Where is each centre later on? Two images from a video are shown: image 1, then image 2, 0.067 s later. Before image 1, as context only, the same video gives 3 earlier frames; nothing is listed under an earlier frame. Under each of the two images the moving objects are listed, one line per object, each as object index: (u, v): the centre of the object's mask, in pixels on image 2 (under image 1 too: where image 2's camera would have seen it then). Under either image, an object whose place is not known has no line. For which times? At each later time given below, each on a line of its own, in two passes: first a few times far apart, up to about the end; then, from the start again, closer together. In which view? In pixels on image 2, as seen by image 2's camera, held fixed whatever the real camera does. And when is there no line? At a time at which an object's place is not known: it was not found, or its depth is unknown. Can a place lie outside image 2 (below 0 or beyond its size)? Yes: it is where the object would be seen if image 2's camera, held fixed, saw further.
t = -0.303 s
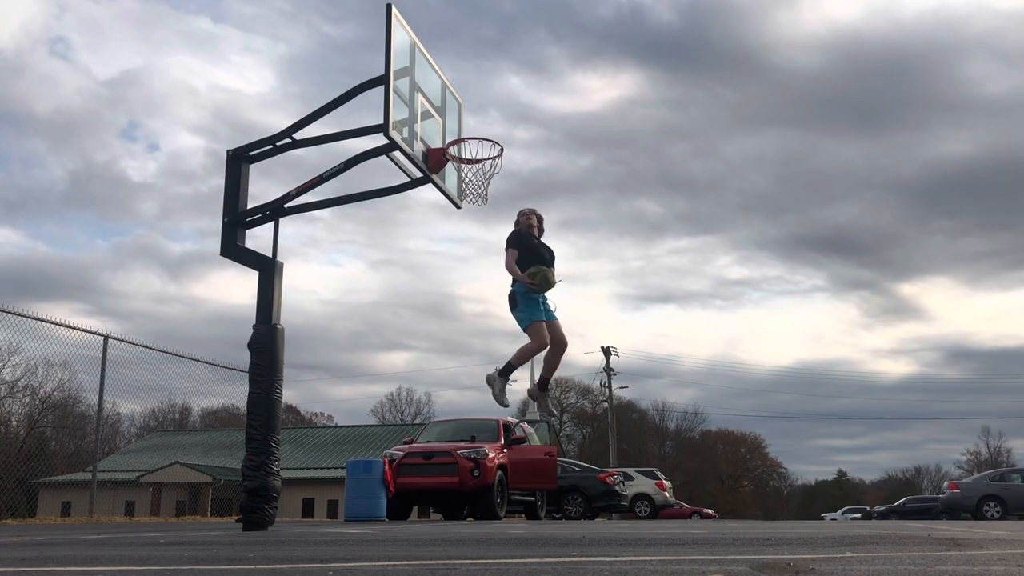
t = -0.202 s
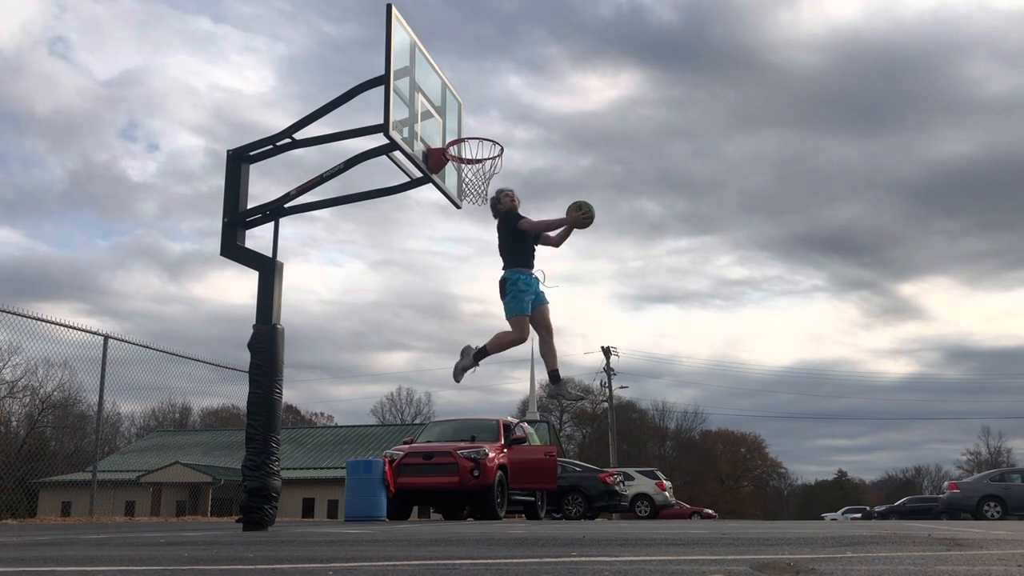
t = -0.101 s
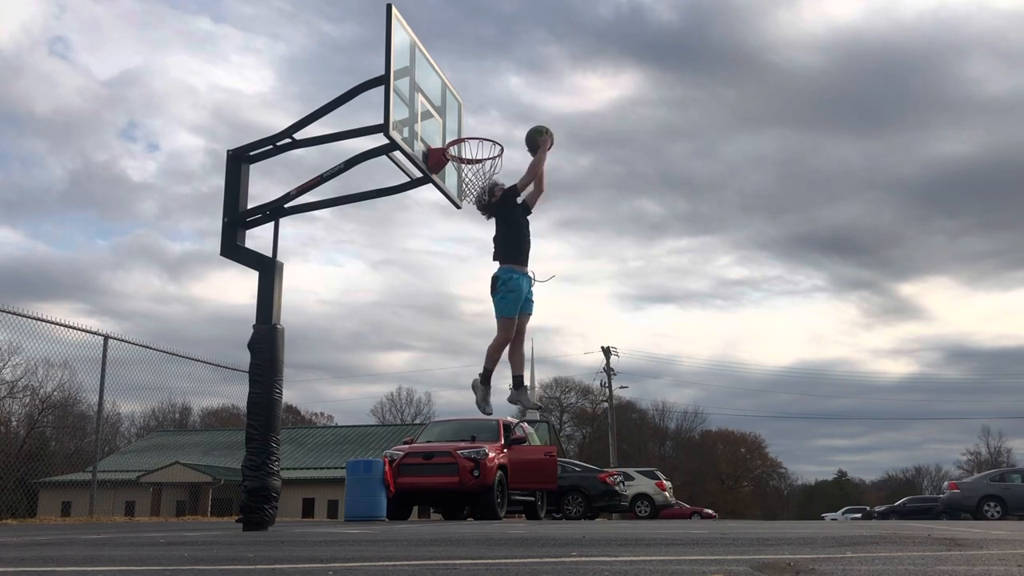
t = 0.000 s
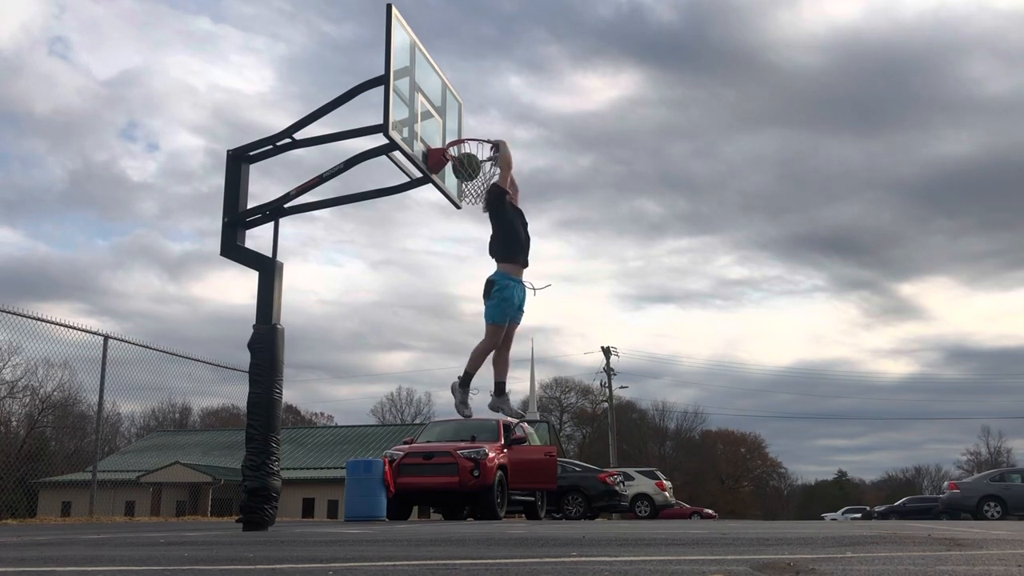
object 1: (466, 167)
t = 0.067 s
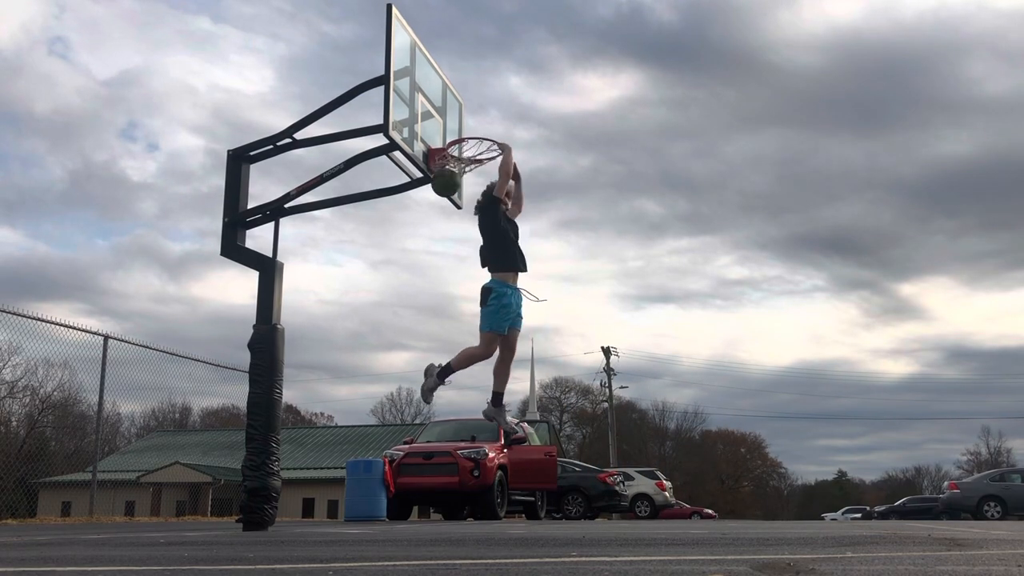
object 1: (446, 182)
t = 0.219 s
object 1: (413, 215)
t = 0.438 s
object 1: (364, 309)
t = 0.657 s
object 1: (306, 469)
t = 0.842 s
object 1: (311, 428)
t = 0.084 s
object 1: (442, 185)
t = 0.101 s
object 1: (439, 188)
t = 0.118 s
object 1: (435, 191)
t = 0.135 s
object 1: (431, 194)
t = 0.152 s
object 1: (428, 198)
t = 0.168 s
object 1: (424, 202)
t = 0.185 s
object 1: (421, 206)
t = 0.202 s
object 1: (417, 210)
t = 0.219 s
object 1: (413, 215)
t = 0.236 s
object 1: (410, 220)
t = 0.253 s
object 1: (406, 226)
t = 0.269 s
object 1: (402, 232)
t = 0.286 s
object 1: (399, 238)
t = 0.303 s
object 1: (395, 245)
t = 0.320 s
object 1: (391, 252)
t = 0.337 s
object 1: (387, 259)
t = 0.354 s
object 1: (383, 266)
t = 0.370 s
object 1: (380, 274)
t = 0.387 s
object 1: (376, 282)
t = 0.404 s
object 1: (372, 291)
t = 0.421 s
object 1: (368, 300)
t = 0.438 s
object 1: (364, 309)
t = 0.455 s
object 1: (360, 319)
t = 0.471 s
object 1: (356, 330)
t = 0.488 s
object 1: (351, 340)
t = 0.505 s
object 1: (347, 351)
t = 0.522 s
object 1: (343, 363)
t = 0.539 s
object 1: (338, 374)
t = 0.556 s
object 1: (334, 387)
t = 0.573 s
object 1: (329, 399)
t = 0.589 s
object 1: (325, 412)
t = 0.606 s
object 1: (321, 426)
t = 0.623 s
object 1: (316, 440)
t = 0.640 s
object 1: (310, 455)
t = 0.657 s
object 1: (306, 469)
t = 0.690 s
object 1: (296, 500)
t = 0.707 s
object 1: (292, 516)
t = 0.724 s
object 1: (293, 509)
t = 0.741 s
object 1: (296, 496)
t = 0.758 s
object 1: (298, 483)
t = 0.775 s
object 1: (301, 471)
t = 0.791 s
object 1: (303, 460)
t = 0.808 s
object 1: (306, 449)
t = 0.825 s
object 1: (308, 438)
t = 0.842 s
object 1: (311, 428)
